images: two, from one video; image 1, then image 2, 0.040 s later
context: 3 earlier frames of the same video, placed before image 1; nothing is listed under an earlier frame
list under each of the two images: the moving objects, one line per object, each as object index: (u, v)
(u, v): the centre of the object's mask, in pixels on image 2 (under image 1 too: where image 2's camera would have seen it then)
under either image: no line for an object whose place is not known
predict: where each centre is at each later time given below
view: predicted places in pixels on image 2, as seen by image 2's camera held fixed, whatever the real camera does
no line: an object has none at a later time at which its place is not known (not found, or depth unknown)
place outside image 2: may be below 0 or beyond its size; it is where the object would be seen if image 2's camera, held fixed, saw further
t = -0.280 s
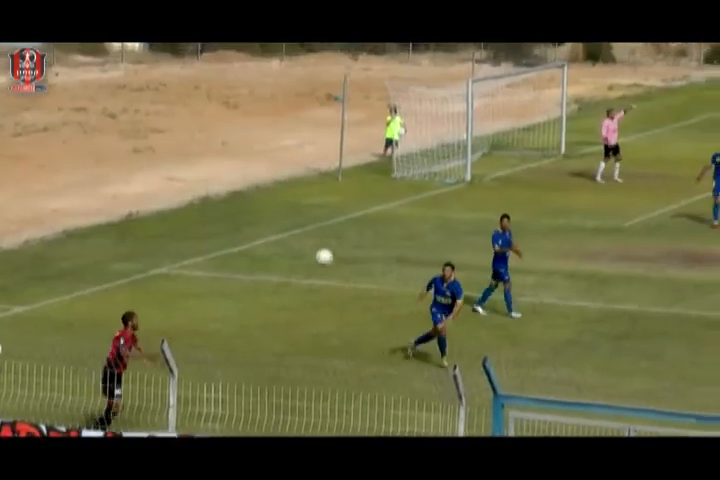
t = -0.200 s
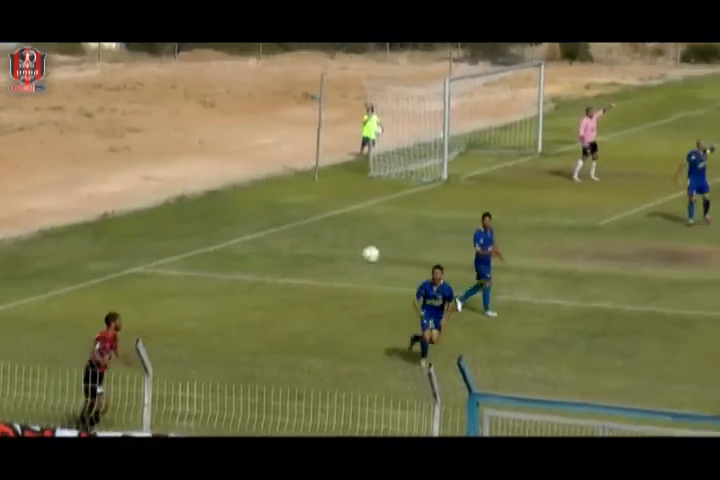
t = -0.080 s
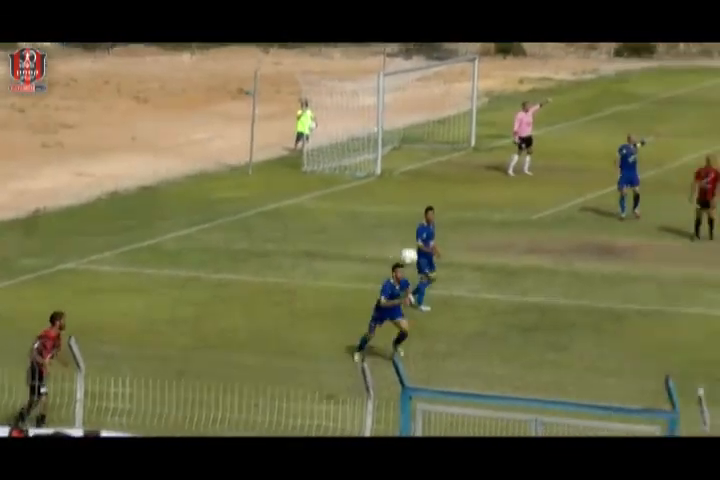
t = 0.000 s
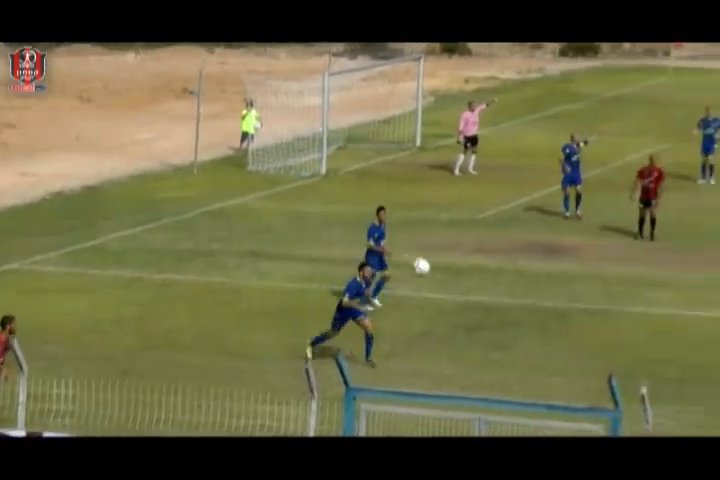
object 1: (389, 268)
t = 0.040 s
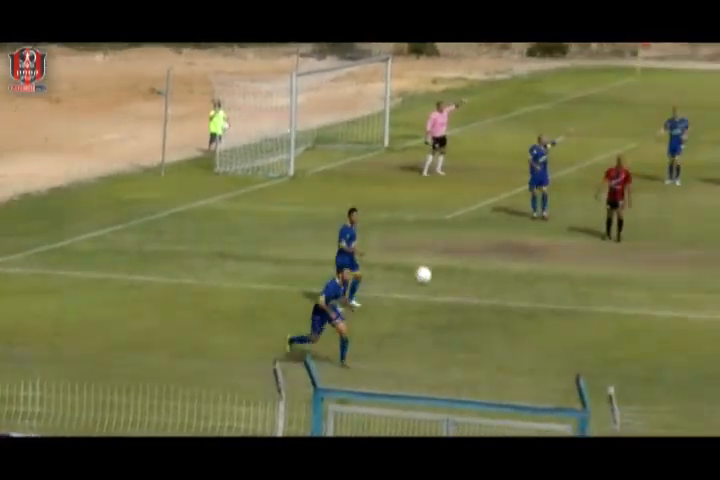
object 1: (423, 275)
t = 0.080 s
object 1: (457, 284)
